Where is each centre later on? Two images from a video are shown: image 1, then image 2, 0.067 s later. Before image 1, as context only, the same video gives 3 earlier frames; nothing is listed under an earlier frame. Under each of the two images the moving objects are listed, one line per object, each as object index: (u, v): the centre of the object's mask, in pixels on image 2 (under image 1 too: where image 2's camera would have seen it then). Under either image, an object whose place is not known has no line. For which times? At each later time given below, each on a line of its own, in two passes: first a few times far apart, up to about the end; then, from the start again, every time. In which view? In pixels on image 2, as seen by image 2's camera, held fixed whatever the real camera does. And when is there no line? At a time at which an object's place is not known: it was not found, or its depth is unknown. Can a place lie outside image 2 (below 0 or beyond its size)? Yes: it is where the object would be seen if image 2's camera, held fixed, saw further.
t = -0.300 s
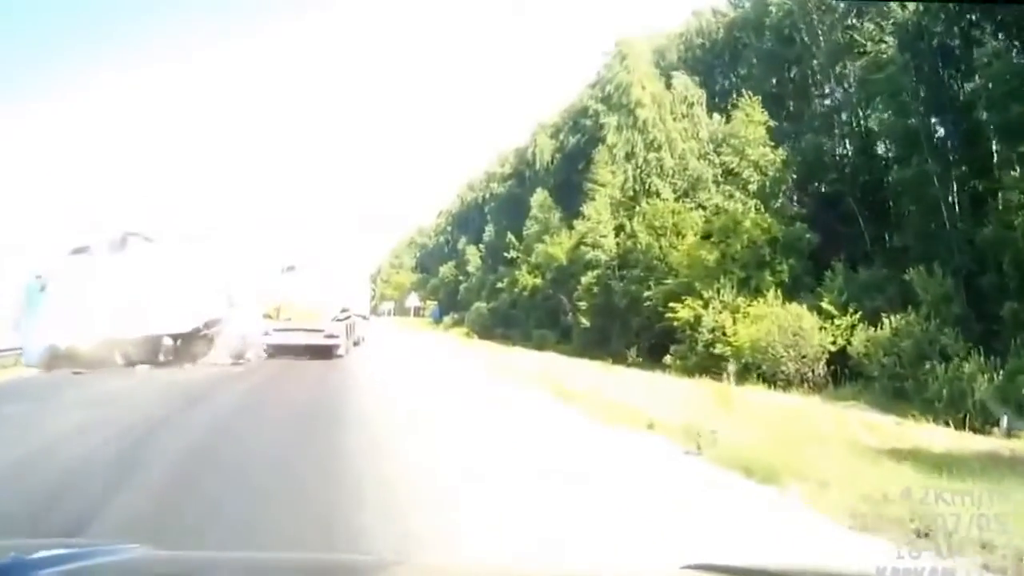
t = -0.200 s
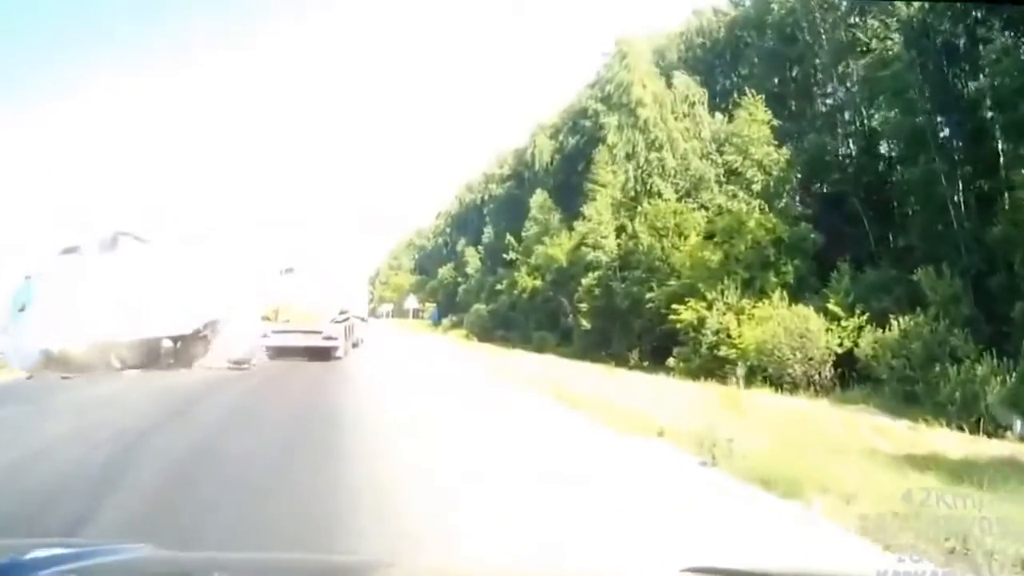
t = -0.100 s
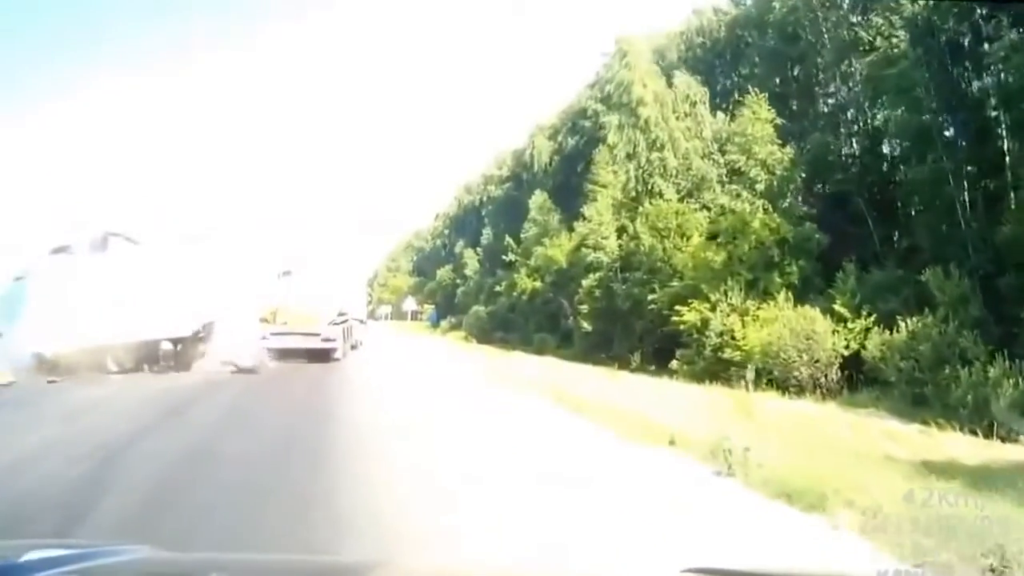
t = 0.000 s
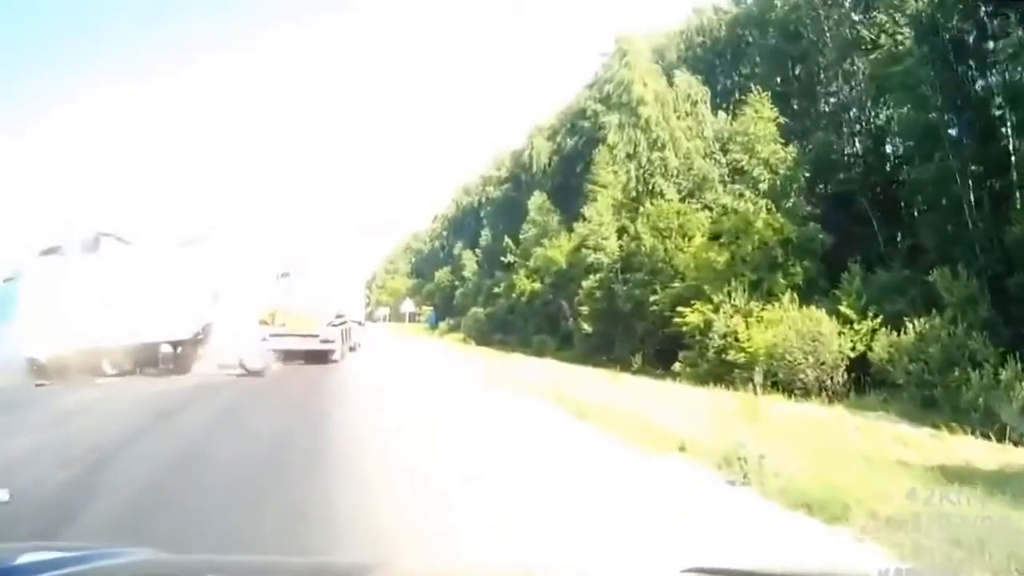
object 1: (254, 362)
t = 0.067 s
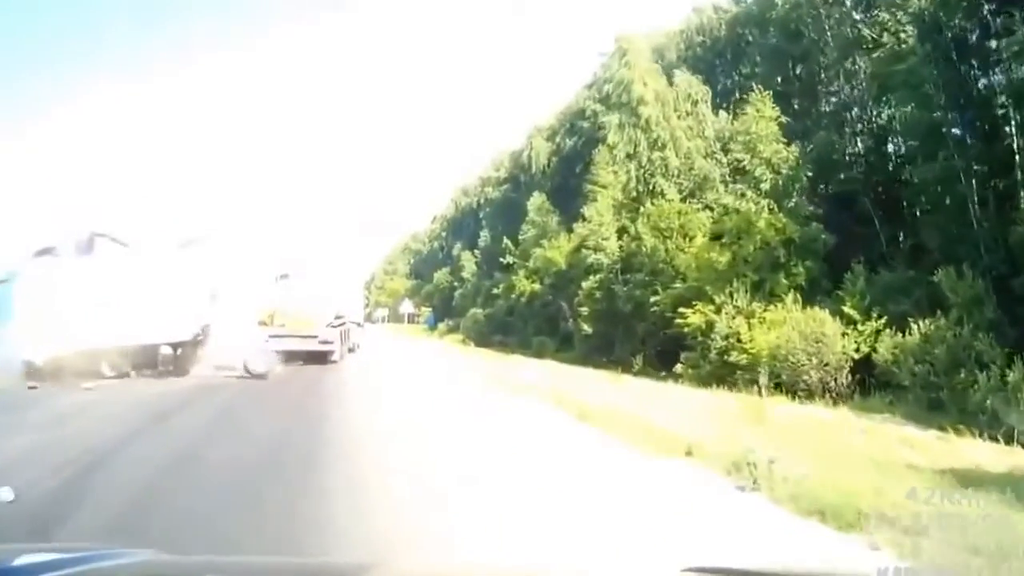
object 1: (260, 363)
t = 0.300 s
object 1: (280, 364)
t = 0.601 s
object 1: (314, 370)
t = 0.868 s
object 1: (344, 371)
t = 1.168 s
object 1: (381, 368)
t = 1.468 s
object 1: (402, 370)
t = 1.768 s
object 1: (422, 370)
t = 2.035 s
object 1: (425, 368)
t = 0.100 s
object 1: (264, 364)
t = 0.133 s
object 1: (267, 365)
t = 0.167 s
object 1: (270, 365)
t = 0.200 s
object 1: (272, 364)
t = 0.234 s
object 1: (276, 363)
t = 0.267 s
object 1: (278, 363)
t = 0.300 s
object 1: (280, 364)
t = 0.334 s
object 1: (283, 366)
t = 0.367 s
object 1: (286, 366)
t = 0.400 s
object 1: (290, 369)
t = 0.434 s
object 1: (296, 370)
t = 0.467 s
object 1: (300, 370)
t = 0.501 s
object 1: (303, 370)
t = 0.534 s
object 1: (307, 371)
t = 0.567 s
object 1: (310, 371)
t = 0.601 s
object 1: (314, 370)
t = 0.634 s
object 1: (319, 371)
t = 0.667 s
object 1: (322, 370)
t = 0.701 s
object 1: (325, 371)
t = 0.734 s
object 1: (329, 372)
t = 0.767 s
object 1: (333, 372)
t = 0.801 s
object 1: (336, 372)
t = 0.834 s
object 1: (340, 371)
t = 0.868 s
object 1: (344, 371)
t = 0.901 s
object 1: (348, 371)
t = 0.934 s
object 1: (352, 372)
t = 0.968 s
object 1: (356, 373)
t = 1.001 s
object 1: (361, 372)
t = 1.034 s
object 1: (366, 371)
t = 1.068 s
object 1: (371, 370)
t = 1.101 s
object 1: (374, 369)
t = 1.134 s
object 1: (378, 367)
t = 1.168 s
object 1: (381, 368)
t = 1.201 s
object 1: (384, 368)
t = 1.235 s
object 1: (385, 369)
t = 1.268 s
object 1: (387, 370)
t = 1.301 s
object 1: (389, 370)
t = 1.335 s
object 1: (391, 370)
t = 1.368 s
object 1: (393, 370)
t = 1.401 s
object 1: (396, 370)
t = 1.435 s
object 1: (400, 369)
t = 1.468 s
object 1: (402, 370)
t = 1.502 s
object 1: (404, 370)
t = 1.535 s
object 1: (406, 369)
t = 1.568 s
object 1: (407, 368)
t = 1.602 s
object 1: (409, 369)
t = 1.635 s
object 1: (412, 369)
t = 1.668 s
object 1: (415, 369)
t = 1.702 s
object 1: (418, 369)
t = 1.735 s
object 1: (420, 371)
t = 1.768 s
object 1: (422, 370)
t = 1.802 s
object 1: (423, 368)
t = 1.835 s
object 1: (425, 367)
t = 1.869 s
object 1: (424, 368)
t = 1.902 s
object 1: (424, 368)
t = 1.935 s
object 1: (425, 368)
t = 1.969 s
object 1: (425, 368)
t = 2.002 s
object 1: (425, 368)
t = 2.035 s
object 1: (425, 368)
